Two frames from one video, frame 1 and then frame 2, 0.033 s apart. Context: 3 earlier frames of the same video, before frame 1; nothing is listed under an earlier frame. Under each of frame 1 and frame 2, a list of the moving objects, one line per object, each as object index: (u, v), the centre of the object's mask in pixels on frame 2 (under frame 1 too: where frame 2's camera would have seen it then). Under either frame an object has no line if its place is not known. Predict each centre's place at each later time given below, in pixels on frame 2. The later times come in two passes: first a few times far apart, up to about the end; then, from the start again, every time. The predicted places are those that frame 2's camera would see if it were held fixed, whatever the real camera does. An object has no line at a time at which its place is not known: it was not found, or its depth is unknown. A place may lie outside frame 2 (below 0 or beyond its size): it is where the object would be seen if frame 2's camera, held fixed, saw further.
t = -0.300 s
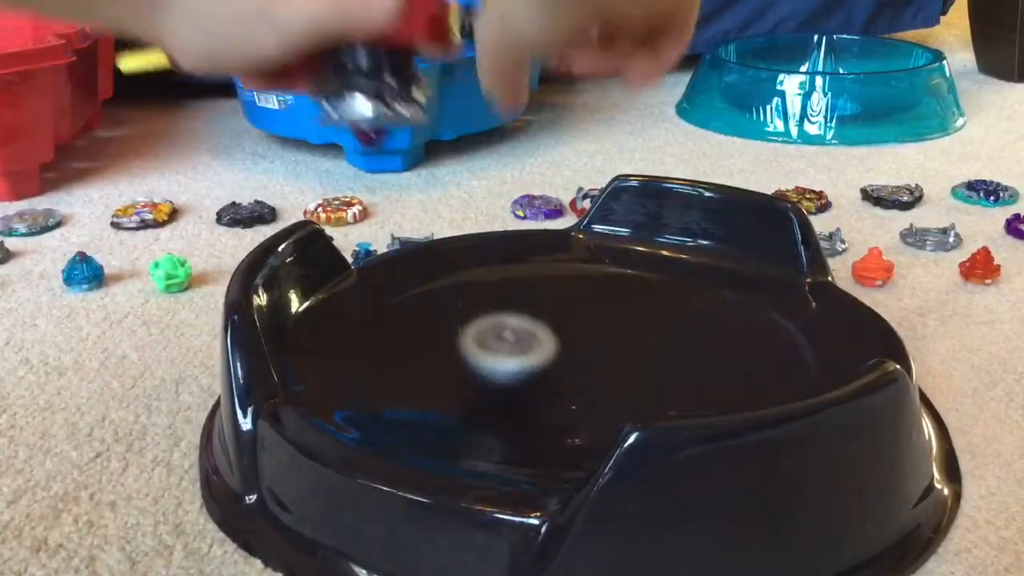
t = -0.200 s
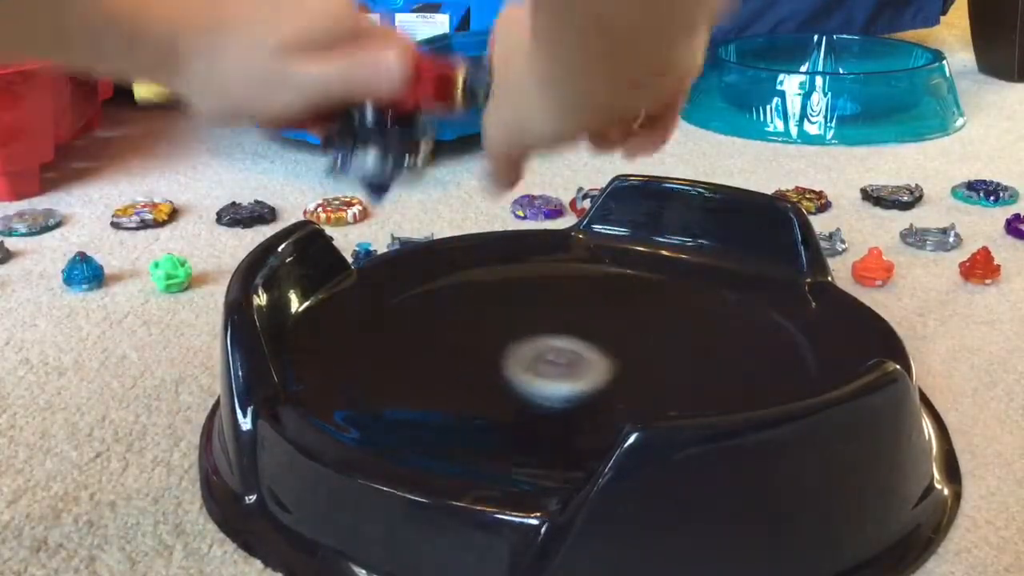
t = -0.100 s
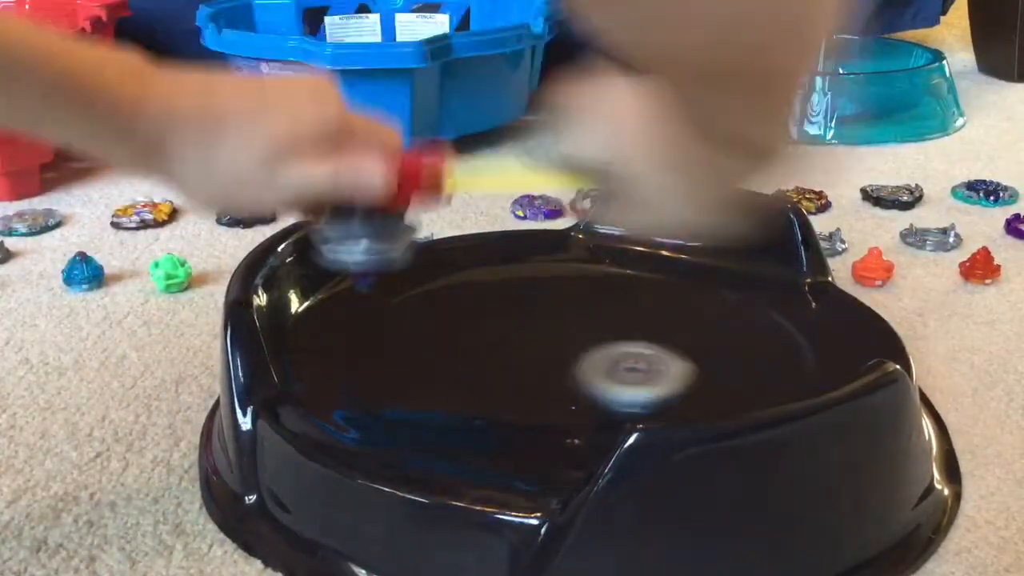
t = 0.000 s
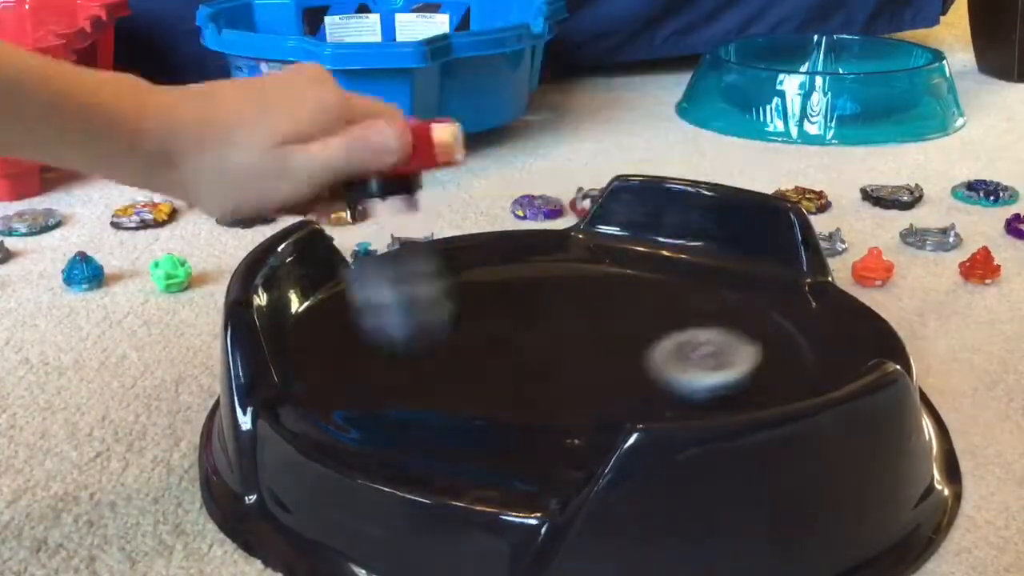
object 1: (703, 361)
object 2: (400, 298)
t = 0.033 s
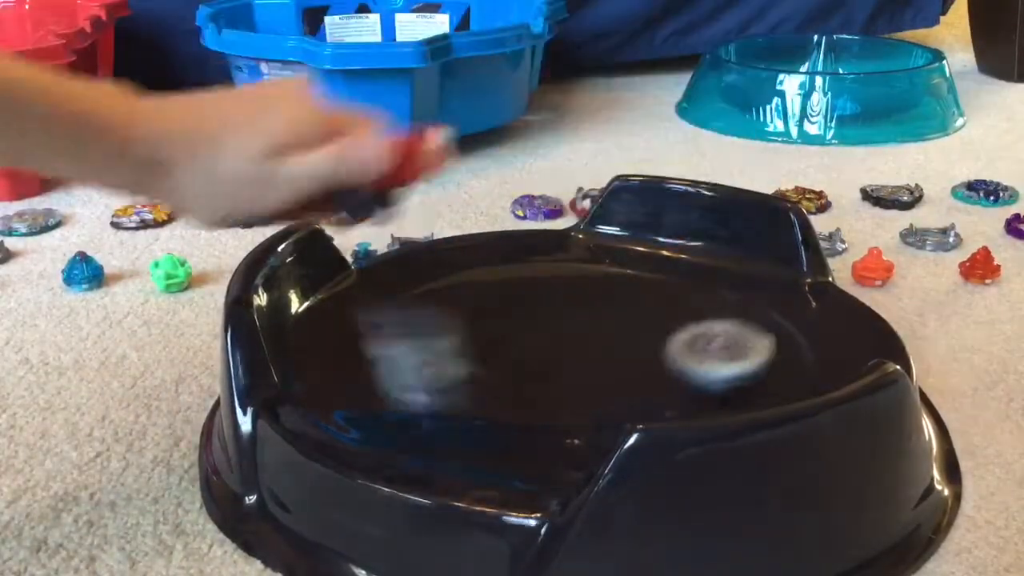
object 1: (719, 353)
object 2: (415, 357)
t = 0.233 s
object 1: (691, 305)
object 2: (590, 405)
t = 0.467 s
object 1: (523, 277)
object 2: (599, 329)
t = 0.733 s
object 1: (380, 287)
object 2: (463, 359)
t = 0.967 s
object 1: (510, 387)
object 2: (676, 382)
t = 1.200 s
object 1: (738, 359)
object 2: (621, 290)
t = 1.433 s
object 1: (654, 299)
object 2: (375, 292)
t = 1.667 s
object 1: (490, 296)
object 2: (544, 404)
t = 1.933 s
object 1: (516, 360)
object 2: (757, 280)
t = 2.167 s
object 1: (674, 360)
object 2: (528, 259)
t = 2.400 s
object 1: (657, 316)
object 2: (429, 374)
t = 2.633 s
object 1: (524, 314)
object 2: (750, 384)
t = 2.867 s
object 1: (499, 355)
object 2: (666, 287)
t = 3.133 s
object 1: (645, 359)
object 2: (413, 306)
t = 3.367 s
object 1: (634, 311)
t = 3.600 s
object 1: (535, 306)
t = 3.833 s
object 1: (527, 349)
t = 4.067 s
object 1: (648, 365)
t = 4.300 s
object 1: (655, 314)
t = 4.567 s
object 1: (519, 307)
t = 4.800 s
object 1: (529, 363)
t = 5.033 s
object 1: (687, 360)
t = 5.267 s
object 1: (655, 305)
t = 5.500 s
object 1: (524, 312)
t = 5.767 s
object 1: (562, 375)
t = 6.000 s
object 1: (687, 353)
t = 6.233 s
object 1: (608, 307)
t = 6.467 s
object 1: (517, 314)
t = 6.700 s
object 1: (493, 335)
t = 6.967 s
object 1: (515, 347)
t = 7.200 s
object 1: (549, 334)
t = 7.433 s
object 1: (533, 331)
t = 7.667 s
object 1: (547, 333)
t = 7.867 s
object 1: (550, 313)
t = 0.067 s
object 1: (730, 343)
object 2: (445, 369)
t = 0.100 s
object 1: (733, 334)
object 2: (473, 364)
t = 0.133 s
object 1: (731, 325)
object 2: (509, 380)
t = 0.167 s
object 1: (722, 317)
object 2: (537, 403)
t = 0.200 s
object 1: (708, 312)
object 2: (567, 405)
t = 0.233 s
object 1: (691, 305)
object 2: (590, 405)
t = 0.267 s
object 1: (669, 299)
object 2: (612, 399)
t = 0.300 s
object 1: (648, 294)
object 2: (636, 391)
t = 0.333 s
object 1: (625, 290)
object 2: (648, 380)
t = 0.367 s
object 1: (602, 287)
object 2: (645, 365)
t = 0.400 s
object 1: (580, 287)
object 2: (634, 347)
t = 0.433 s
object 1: (555, 286)
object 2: (614, 333)
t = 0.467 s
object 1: (523, 277)
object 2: (599, 329)
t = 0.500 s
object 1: (490, 267)
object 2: (579, 326)
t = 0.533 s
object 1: (462, 260)
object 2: (557, 326)
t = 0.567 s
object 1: (440, 258)
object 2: (532, 328)
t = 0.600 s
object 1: (421, 257)
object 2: (507, 330)
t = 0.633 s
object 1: (403, 259)
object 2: (489, 335)
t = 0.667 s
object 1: (392, 265)
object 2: (477, 341)
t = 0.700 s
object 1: (384, 275)
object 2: (466, 350)
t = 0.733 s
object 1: (380, 287)
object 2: (463, 359)
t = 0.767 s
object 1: (382, 303)
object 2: (470, 369)
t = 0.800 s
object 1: (389, 318)
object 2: (489, 380)
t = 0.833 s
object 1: (400, 334)
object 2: (521, 392)
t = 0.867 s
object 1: (418, 349)
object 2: (561, 398)
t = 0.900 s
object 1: (443, 364)
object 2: (600, 398)
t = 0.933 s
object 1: (475, 377)
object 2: (642, 391)
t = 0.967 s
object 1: (510, 387)
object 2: (676, 382)
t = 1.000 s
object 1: (549, 394)
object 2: (696, 369)
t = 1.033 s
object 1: (590, 397)
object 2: (705, 354)
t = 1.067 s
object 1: (628, 395)
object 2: (704, 339)
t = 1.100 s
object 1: (665, 390)
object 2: (692, 324)
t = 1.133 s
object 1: (698, 382)
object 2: (673, 312)
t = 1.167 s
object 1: (723, 371)
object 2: (649, 302)
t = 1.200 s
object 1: (738, 359)
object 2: (621, 290)
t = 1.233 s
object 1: (745, 346)
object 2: (587, 279)
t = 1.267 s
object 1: (743, 336)
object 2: (550, 272)
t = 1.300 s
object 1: (734, 326)
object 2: (511, 270)
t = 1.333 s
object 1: (719, 317)
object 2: (473, 270)
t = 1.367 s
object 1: (700, 311)
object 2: (435, 273)
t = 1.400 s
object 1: (677, 305)
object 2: (404, 280)
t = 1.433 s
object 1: (654, 299)
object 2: (375, 292)
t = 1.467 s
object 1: (629, 293)
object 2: (357, 306)
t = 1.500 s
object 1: (604, 289)
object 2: (354, 325)
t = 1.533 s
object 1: (577, 286)
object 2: (366, 343)
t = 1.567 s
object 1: (551, 285)
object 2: (390, 361)
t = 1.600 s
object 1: (527, 286)
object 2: (431, 379)
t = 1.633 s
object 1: (507, 290)
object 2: (483, 393)
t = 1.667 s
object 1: (490, 296)
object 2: (544, 404)
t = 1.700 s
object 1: (476, 303)
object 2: (599, 402)
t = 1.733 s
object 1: (467, 312)
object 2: (658, 392)
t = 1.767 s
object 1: (463, 321)
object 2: (706, 382)
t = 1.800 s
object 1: (464, 329)
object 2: (744, 368)
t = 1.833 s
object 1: (470, 337)
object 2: (766, 349)
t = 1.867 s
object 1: (481, 345)
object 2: (773, 324)
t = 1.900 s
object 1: (496, 353)
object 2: (770, 302)
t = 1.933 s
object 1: (516, 360)
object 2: (757, 280)
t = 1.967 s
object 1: (539, 366)
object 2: (738, 261)
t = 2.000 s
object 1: (565, 370)
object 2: (711, 245)
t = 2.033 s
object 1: (589, 373)
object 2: (677, 237)
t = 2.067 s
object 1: (613, 373)
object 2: (635, 240)
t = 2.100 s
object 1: (636, 370)
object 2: (598, 244)
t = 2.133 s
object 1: (657, 366)
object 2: (562, 251)
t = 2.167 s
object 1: (674, 360)
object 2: (528, 259)
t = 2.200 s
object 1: (686, 351)
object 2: (492, 272)
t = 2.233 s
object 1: (693, 343)
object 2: (459, 286)
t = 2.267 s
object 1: (694, 335)
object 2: (431, 301)
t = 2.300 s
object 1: (691, 328)
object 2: (413, 319)
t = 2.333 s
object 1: (683, 323)
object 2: (406, 338)
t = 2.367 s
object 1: (671, 319)
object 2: (411, 356)
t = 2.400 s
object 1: (657, 316)
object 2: (429, 374)
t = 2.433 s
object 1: (641, 313)
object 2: (457, 390)
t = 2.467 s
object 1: (623, 311)
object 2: (494, 406)
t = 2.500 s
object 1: (603, 310)
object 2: (541, 417)
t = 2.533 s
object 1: (582, 309)
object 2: (587, 417)
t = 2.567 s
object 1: (561, 309)
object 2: (642, 406)
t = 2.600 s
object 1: (542, 311)
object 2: (704, 395)
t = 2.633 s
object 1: (524, 314)
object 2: (750, 384)
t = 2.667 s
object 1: (510, 318)
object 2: (770, 370)
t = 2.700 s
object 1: (498, 324)
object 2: (779, 358)
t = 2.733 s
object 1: (490, 331)
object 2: (773, 341)
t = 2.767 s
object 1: (486, 338)
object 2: (755, 325)
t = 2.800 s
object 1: (487, 345)
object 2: (730, 311)
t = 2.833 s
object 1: (491, 350)
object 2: (702, 299)
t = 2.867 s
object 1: (499, 355)
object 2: (666, 287)
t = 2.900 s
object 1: (511, 359)
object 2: (637, 280)
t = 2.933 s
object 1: (527, 363)
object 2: (603, 274)
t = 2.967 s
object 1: (546, 365)
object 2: (565, 273)
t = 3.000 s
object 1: (568, 368)
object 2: (531, 276)
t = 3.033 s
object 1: (589, 368)
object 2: (494, 279)
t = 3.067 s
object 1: (608, 366)
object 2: (457, 286)
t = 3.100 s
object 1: (628, 363)
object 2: (432, 296)
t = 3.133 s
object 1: (645, 359)
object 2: (413, 306)
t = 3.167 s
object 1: (657, 352)
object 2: (403, 318)
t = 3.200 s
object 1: (663, 345)
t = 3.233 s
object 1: (665, 338)
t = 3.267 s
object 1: (663, 330)
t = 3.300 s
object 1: (656, 323)
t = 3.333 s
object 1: (647, 316)
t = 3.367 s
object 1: (634, 311)
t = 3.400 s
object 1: (619, 307)
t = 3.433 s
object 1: (603, 303)
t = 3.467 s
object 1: (586, 301)
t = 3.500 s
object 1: (572, 301)
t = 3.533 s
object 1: (558, 301)
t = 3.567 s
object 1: (546, 303)
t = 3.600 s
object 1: (535, 306)
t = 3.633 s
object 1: (527, 311)
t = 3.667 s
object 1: (522, 316)
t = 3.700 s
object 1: (517, 322)
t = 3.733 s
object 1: (515, 328)
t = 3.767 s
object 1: (516, 334)
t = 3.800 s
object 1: (520, 342)
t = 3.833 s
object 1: (527, 349)
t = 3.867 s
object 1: (537, 356)
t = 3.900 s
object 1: (551, 361)
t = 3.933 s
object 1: (568, 366)
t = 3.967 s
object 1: (588, 369)
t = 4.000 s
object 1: (609, 371)
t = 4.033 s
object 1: (630, 369)
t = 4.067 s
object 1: (648, 365)
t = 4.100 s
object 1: (662, 359)
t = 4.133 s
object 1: (672, 352)
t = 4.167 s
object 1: (677, 344)
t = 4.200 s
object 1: (676, 336)
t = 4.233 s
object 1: (672, 328)
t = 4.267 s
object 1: (665, 320)
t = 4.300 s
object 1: (655, 314)
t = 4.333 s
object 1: (642, 308)
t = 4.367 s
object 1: (626, 303)
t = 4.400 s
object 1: (609, 300)
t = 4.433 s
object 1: (590, 298)
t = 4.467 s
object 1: (571, 298)
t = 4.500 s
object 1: (552, 299)
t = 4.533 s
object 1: (533, 302)
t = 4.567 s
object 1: (519, 307)
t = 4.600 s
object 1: (506, 313)
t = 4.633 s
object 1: (497, 321)
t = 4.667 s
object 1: (494, 329)
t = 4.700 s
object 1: (495, 338)
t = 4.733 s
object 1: (502, 347)
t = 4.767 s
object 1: (513, 356)
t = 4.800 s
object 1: (529, 363)
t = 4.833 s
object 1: (549, 370)
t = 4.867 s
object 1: (574, 375)
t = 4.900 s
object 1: (600, 378)
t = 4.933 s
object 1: (625, 377)
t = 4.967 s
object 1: (649, 374)
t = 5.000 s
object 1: (670, 368)
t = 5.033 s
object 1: (687, 360)
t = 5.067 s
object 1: (697, 352)
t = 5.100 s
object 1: (701, 343)
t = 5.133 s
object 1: (700, 333)
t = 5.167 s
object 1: (694, 325)
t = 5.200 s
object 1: (684, 317)
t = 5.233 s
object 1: (671, 311)
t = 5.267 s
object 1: (655, 305)
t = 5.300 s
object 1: (637, 300)
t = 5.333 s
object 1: (617, 298)
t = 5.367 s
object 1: (596, 298)
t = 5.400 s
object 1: (576, 299)
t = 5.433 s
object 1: (557, 302)
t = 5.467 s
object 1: (539, 307)
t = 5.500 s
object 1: (524, 312)
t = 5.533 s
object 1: (514, 320)
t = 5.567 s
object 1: (508, 328)
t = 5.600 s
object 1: (506, 336)
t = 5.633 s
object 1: (508, 345)
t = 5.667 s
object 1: (514, 353)
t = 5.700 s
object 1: (526, 362)
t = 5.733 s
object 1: (541, 369)
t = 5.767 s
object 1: (562, 375)
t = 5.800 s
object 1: (583, 378)
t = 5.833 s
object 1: (607, 381)
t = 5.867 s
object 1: (631, 379)
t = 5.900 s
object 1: (652, 375)
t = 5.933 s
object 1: (669, 369)
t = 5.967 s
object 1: (681, 362)
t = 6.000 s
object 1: (687, 353)
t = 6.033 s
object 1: (687, 345)
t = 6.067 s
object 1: (681, 337)
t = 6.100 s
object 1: (671, 329)
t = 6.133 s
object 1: (657, 322)
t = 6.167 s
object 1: (641, 315)
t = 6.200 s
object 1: (624, 311)
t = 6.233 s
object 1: (608, 307)
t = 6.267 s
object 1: (593, 305)
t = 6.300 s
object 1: (580, 304)
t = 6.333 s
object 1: (568, 306)
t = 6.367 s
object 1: (557, 309)
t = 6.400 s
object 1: (547, 313)
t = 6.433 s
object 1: (536, 316)
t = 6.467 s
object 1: (517, 314)
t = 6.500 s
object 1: (501, 314)
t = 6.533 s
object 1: (490, 315)
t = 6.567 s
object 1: (482, 318)
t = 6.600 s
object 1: (480, 321)
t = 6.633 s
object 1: (481, 325)
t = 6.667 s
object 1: (486, 330)
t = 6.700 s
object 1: (493, 335)
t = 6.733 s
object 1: (503, 340)
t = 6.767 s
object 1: (512, 344)
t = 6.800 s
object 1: (521, 347)
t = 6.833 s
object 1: (531, 348)
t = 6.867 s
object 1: (537, 350)
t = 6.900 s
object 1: (532, 350)
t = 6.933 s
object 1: (522, 349)
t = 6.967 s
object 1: (515, 347)
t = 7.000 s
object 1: (511, 345)
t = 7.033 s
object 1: (510, 342)
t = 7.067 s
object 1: (512, 340)
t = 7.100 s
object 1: (518, 337)
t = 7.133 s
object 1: (527, 336)
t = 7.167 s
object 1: (538, 334)
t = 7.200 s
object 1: (549, 334)
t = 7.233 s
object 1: (550, 331)
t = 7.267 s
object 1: (544, 329)
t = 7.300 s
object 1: (539, 328)
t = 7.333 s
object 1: (536, 327)
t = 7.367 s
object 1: (534, 328)
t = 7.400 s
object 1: (532, 330)
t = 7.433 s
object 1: (533, 331)
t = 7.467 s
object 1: (533, 333)
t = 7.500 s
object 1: (534, 335)
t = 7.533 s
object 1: (534, 336)
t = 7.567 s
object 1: (535, 336)
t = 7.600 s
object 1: (537, 336)
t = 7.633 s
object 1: (541, 335)
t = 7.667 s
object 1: (547, 333)
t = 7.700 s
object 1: (545, 328)
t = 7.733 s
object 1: (543, 323)
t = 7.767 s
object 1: (543, 319)
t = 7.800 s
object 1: (544, 316)
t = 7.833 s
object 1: (546, 314)
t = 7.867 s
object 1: (550, 313)
